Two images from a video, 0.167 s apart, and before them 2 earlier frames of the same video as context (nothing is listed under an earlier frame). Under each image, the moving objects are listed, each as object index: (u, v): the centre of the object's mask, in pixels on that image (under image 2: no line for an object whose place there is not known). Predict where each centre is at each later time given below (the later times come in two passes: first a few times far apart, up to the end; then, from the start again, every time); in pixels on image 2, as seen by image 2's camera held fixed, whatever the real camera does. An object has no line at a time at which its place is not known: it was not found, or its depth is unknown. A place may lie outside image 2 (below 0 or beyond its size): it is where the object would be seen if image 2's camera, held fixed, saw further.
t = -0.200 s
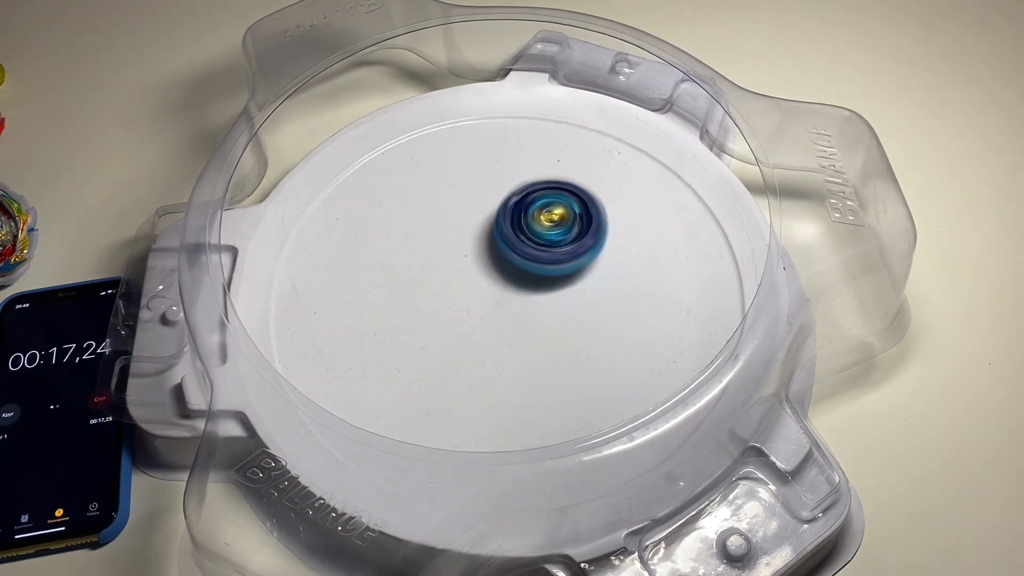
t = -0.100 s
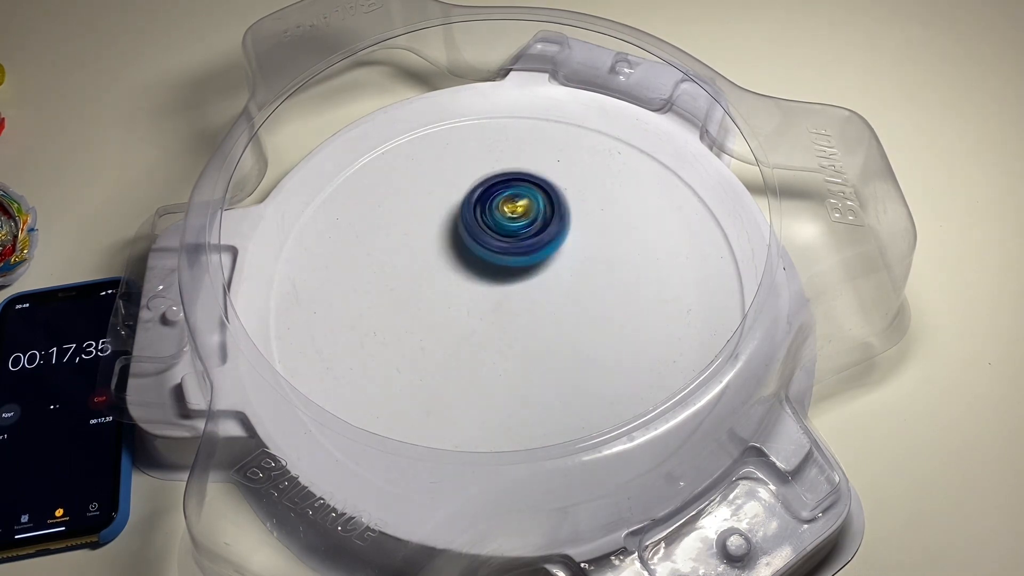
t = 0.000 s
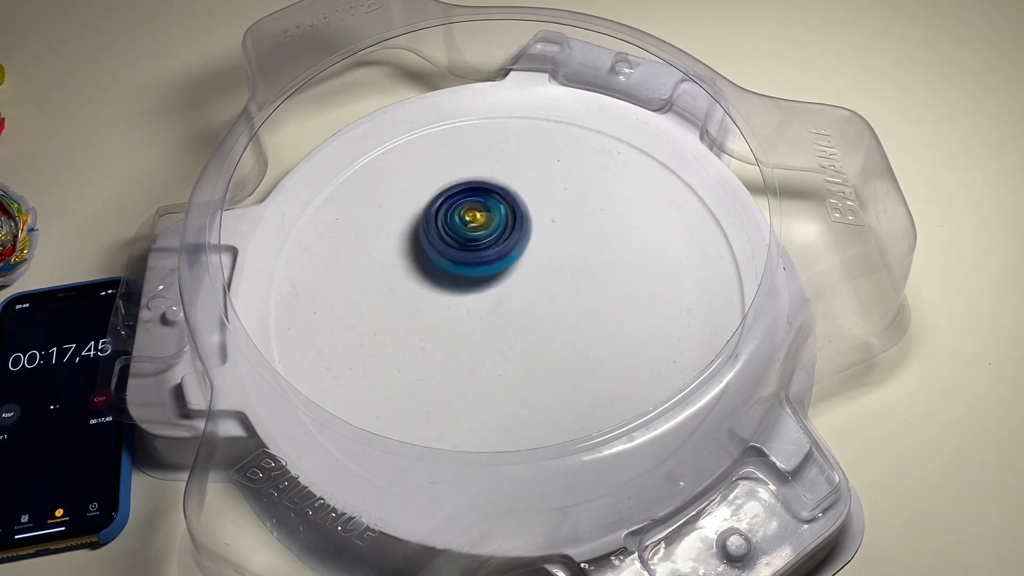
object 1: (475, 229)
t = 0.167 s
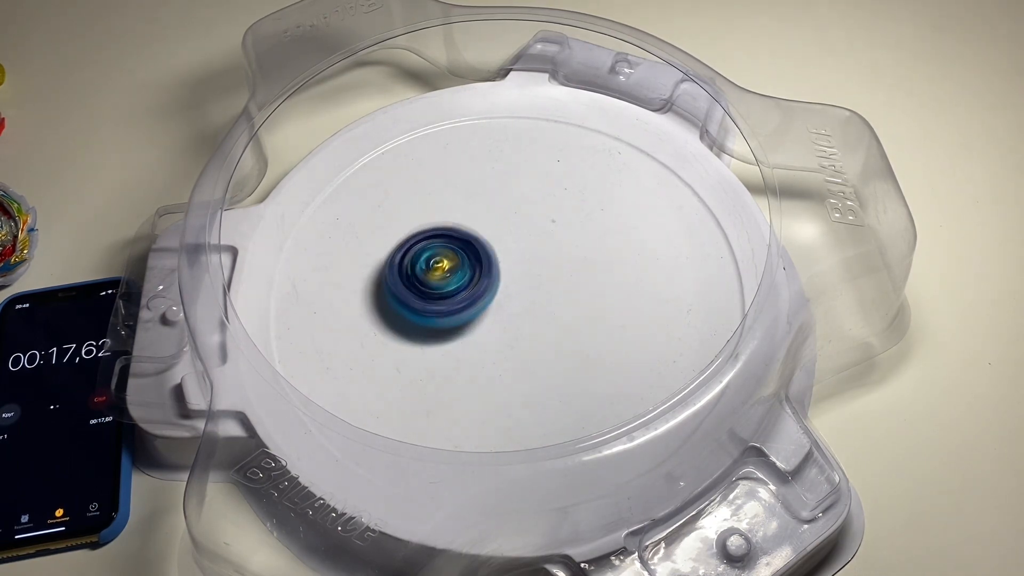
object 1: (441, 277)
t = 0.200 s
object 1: (441, 290)
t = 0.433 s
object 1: (497, 342)
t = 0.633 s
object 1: (557, 312)
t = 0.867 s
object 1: (548, 245)
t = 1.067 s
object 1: (476, 239)
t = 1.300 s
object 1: (428, 296)
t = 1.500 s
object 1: (465, 342)
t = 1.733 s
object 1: (544, 313)
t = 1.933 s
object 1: (544, 248)
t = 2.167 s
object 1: (468, 233)
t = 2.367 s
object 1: (433, 279)
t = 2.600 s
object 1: (477, 334)
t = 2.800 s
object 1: (544, 312)
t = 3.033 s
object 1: (559, 248)
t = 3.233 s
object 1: (500, 230)
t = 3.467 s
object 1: (448, 275)
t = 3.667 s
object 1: (463, 330)
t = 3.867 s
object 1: (529, 331)
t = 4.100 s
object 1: (549, 272)
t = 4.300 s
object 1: (505, 241)
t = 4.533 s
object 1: (447, 269)
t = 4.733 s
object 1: (445, 320)
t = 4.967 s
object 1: (521, 324)
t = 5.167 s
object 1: (545, 271)
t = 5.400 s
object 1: (502, 233)
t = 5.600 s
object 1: (453, 258)
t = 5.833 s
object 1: (463, 319)
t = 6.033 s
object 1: (526, 322)
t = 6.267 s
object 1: (552, 267)
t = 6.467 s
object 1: (510, 239)
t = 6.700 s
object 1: (452, 274)
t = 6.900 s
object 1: (460, 326)
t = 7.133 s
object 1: (533, 319)
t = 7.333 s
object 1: (542, 265)
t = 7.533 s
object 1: (494, 239)
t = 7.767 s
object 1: (446, 274)
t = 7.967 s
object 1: (460, 322)
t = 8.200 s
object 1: (531, 315)
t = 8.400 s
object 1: (547, 265)
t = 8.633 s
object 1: (497, 238)
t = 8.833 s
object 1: (455, 269)
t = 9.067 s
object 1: (475, 324)
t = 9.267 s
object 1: (529, 318)
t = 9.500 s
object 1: (536, 264)
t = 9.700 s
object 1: (491, 246)
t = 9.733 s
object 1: (481, 249)
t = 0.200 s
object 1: (441, 290)
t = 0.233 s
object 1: (441, 302)
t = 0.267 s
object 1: (444, 314)
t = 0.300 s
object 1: (449, 325)
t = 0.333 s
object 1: (459, 332)
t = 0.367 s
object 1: (471, 337)
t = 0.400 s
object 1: (484, 340)
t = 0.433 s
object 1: (497, 342)
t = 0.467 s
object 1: (511, 342)
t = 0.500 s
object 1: (524, 341)
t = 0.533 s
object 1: (537, 337)
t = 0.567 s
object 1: (546, 329)
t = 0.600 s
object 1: (553, 320)
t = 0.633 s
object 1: (557, 312)
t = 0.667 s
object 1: (561, 302)
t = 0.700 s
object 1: (563, 292)
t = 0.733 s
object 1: (565, 280)
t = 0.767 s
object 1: (565, 271)
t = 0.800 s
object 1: (563, 261)
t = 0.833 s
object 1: (556, 253)
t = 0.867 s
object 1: (548, 245)
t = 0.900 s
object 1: (539, 238)
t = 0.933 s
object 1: (526, 236)
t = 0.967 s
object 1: (513, 234)
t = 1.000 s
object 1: (501, 233)
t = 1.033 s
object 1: (488, 235)
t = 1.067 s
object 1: (476, 239)
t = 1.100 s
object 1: (464, 244)
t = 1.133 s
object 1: (454, 250)
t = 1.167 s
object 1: (446, 258)
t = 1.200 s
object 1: (440, 266)
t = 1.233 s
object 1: (435, 276)
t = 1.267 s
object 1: (431, 286)
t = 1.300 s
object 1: (428, 296)
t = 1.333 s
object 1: (427, 307)
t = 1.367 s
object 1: (429, 317)
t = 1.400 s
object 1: (434, 326)
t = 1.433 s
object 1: (442, 334)
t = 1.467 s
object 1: (453, 339)
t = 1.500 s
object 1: (465, 342)
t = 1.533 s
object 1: (478, 343)
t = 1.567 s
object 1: (492, 343)
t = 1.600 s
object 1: (507, 342)
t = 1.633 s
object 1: (520, 338)
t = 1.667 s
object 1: (531, 332)
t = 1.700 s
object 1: (539, 323)
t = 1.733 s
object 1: (544, 313)
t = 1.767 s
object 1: (547, 302)
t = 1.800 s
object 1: (549, 291)
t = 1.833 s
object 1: (550, 279)
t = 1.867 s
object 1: (550, 269)
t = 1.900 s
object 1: (549, 258)
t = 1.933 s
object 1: (544, 248)
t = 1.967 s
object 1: (537, 240)
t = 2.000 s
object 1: (528, 234)
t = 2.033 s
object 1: (517, 230)
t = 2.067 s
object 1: (505, 228)
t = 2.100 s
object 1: (493, 227)
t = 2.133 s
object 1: (481, 229)
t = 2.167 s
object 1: (468, 233)
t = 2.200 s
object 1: (459, 237)
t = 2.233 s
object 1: (449, 243)
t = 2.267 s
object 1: (442, 251)
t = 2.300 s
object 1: (437, 260)
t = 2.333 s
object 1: (434, 270)
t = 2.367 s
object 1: (433, 279)
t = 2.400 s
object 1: (433, 290)
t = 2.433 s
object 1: (435, 300)
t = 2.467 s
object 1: (438, 311)
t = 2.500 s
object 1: (445, 319)
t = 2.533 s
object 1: (454, 327)
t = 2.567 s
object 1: (465, 332)
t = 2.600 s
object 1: (477, 334)
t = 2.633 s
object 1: (491, 335)
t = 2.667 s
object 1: (505, 333)
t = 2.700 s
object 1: (518, 330)
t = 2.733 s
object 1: (529, 325)
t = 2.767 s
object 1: (538, 319)
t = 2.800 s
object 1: (544, 312)
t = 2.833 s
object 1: (550, 303)
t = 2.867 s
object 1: (555, 294)
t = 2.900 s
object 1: (558, 284)
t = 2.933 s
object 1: (561, 275)
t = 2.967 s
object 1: (562, 266)
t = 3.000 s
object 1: (562, 257)
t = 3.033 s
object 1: (559, 248)
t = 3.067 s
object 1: (553, 240)
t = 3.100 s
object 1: (545, 235)
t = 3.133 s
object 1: (534, 231)
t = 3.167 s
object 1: (524, 229)
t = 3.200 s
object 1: (512, 229)
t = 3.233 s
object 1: (500, 230)
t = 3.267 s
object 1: (489, 233)
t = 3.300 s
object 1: (479, 237)
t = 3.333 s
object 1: (470, 242)
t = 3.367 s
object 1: (461, 249)
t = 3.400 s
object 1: (455, 257)
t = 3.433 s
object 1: (451, 266)
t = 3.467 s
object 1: (448, 275)
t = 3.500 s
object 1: (446, 285)
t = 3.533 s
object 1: (446, 295)
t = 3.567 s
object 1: (446, 306)
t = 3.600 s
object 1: (449, 316)
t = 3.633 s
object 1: (455, 324)
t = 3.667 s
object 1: (463, 330)
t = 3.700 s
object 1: (474, 333)
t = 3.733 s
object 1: (484, 335)
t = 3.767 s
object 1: (496, 337)
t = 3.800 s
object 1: (509, 337)
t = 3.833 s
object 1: (520, 335)
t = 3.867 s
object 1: (529, 331)
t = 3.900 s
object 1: (537, 325)
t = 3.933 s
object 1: (541, 319)
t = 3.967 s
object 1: (545, 310)
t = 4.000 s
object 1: (549, 300)
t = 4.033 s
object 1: (550, 290)
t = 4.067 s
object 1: (550, 281)
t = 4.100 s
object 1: (549, 272)
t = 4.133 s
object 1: (547, 264)
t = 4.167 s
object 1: (542, 256)
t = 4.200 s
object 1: (535, 249)
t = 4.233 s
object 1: (526, 244)
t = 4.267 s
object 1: (516, 242)
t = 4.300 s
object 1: (505, 241)
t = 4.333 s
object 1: (495, 240)
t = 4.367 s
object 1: (485, 242)
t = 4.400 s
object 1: (475, 244)
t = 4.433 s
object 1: (466, 248)
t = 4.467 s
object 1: (458, 254)
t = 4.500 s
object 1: (451, 261)
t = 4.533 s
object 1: (447, 269)
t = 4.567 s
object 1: (444, 276)
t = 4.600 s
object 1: (441, 285)
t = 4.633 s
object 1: (439, 294)
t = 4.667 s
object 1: (439, 303)
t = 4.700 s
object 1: (441, 312)
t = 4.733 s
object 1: (445, 320)
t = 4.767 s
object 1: (453, 327)
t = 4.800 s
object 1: (463, 332)
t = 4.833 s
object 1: (475, 332)
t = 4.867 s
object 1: (486, 332)
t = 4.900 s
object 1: (499, 331)
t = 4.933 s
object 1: (511, 329)
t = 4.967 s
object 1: (521, 324)
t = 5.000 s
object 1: (529, 319)
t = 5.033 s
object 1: (535, 311)
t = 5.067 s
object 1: (540, 300)
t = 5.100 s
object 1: (542, 290)
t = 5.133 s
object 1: (544, 281)
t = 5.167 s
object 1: (545, 271)
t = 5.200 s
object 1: (544, 262)
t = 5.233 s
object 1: (542, 254)
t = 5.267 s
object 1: (538, 247)
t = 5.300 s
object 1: (530, 241)
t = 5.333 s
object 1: (521, 236)
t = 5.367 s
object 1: (512, 234)
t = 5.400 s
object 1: (502, 233)
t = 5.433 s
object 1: (491, 234)
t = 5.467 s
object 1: (482, 237)
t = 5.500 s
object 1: (473, 240)
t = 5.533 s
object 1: (465, 244)
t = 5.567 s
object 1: (458, 251)
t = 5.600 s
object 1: (453, 258)
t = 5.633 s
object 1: (450, 267)
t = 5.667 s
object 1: (449, 277)
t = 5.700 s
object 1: (449, 286)
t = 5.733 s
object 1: (450, 295)
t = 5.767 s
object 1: (452, 304)
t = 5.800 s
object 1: (456, 313)
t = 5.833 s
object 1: (463, 319)
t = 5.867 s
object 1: (472, 325)
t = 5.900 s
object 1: (483, 328)
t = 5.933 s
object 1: (495, 328)
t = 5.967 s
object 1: (507, 328)
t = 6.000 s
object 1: (518, 326)
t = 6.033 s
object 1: (526, 322)
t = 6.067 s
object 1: (533, 318)
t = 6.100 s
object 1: (540, 309)
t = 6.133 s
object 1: (545, 300)
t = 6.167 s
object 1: (548, 292)
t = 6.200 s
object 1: (550, 283)
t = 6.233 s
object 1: (551, 275)
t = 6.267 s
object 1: (552, 267)
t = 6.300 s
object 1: (550, 259)
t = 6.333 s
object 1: (545, 251)
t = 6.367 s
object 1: (538, 245)
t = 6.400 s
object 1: (529, 241)
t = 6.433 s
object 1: (518, 241)
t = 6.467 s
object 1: (510, 239)
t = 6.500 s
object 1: (498, 239)
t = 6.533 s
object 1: (487, 242)
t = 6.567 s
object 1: (477, 245)
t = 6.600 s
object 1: (468, 252)
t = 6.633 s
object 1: (462, 258)
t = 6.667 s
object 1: (456, 266)
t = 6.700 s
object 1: (452, 274)
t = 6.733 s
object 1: (449, 283)
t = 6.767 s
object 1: (447, 293)
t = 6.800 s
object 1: (446, 305)
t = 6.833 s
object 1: (448, 313)
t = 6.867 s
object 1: (453, 320)
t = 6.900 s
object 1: (460, 326)
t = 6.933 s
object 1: (469, 332)
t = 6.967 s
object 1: (482, 333)
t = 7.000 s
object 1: (493, 334)
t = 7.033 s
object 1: (505, 333)
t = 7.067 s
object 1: (516, 331)
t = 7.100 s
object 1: (525, 326)
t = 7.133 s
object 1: (533, 319)
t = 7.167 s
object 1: (538, 311)
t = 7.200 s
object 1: (541, 302)
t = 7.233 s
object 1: (543, 292)
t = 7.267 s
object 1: (543, 283)
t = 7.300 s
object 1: (543, 274)
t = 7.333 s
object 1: (542, 265)
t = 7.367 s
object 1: (538, 256)
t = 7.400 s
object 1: (531, 249)
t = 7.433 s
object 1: (523, 244)
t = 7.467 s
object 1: (513, 242)
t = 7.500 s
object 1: (504, 239)
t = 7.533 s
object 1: (494, 239)
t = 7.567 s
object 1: (483, 240)
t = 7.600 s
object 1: (474, 244)
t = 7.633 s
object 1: (466, 247)
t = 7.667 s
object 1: (458, 252)
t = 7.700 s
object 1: (453, 258)
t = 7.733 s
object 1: (448, 266)
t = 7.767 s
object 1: (446, 274)
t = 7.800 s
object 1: (445, 282)
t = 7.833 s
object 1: (444, 290)
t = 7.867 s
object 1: (444, 299)
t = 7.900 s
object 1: (448, 308)
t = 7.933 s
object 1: (453, 315)
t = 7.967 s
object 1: (460, 322)
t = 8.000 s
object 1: (470, 324)
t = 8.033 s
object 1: (480, 328)
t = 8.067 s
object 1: (492, 328)
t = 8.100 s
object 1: (504, 327)
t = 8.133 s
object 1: (514, 325)
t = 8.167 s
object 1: (523, 320)
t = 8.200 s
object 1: (531, 315)
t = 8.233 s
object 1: (536, 306)
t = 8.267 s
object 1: (540, 299)
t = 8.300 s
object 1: (543, 290)
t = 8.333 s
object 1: (545, 282)
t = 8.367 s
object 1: (547, 273)
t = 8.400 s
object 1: (547, 265)
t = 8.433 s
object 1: (544, 257)
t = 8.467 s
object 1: (540, 250)
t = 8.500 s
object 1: (534, 244)
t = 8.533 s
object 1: (526, 240)
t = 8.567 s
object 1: (516, 238)
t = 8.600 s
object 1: (506, 238)
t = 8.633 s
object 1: (497, 238)
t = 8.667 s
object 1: (487, 240)
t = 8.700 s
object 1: (478, 243)
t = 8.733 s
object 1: (469, 249)
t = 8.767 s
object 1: (463, 255)
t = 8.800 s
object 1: (457, 263)
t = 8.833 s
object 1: (455, 269)
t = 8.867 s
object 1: (453, 279)
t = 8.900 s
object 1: (453, 287)
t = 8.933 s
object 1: (454, 296)
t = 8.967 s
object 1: (455, 305)
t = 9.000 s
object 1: (459, 314)
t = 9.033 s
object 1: (467, 320)
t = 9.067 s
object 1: (475, 324)
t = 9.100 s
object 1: (484, 326)
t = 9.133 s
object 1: (495, 329)
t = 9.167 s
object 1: (506, 328)
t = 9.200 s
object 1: (516, 326)
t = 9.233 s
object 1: (523, 322)
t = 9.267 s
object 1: (529, 318)
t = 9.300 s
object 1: (535, 310)
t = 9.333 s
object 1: (538, 302)
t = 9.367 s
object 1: (540, 294)
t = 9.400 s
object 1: (542, 287)
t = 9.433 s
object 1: (542, 278)
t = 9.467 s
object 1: (540, 270)
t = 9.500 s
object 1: (536, 264)
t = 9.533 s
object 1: (533, 257)
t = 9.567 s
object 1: (526, 251)
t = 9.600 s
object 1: (518, 247)
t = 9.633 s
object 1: (509, 246)
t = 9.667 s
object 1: (501, 245)
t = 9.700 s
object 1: (491, 246)
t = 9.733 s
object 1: (481, 249)
